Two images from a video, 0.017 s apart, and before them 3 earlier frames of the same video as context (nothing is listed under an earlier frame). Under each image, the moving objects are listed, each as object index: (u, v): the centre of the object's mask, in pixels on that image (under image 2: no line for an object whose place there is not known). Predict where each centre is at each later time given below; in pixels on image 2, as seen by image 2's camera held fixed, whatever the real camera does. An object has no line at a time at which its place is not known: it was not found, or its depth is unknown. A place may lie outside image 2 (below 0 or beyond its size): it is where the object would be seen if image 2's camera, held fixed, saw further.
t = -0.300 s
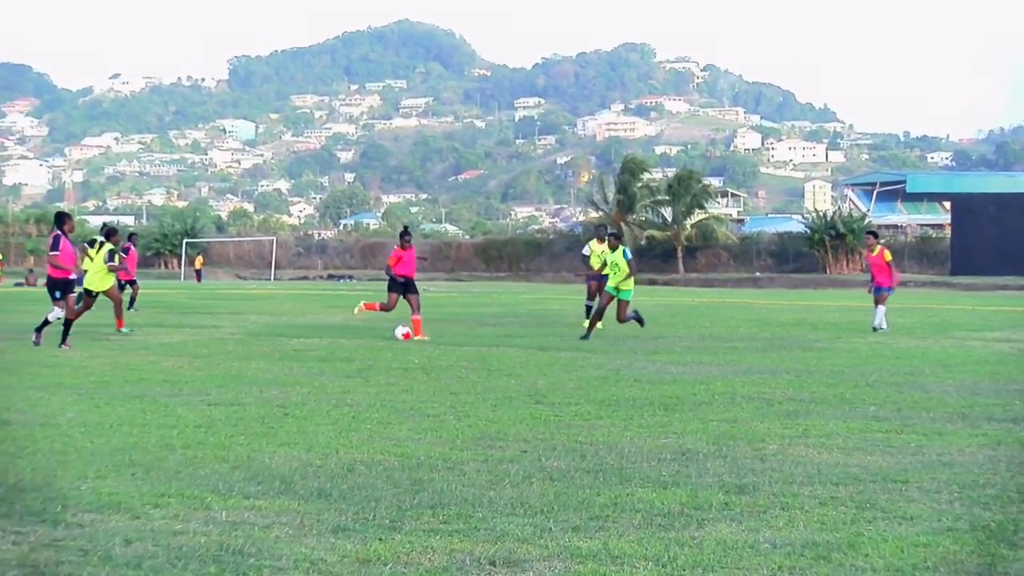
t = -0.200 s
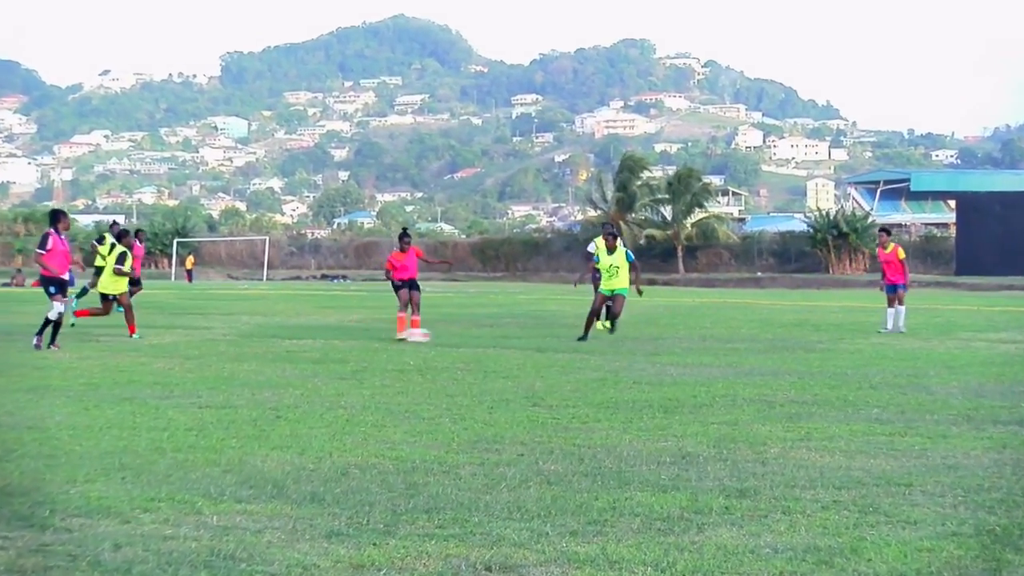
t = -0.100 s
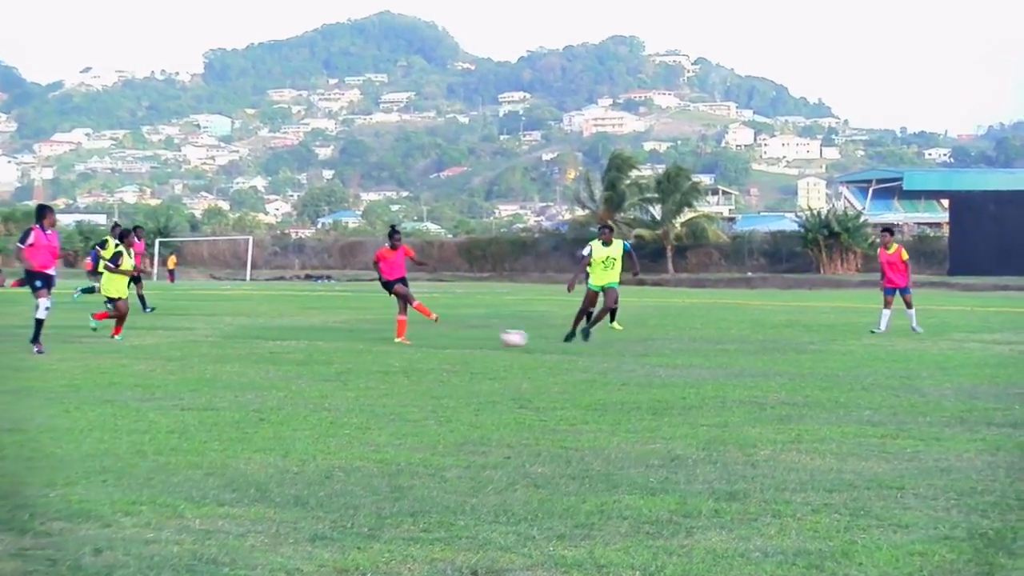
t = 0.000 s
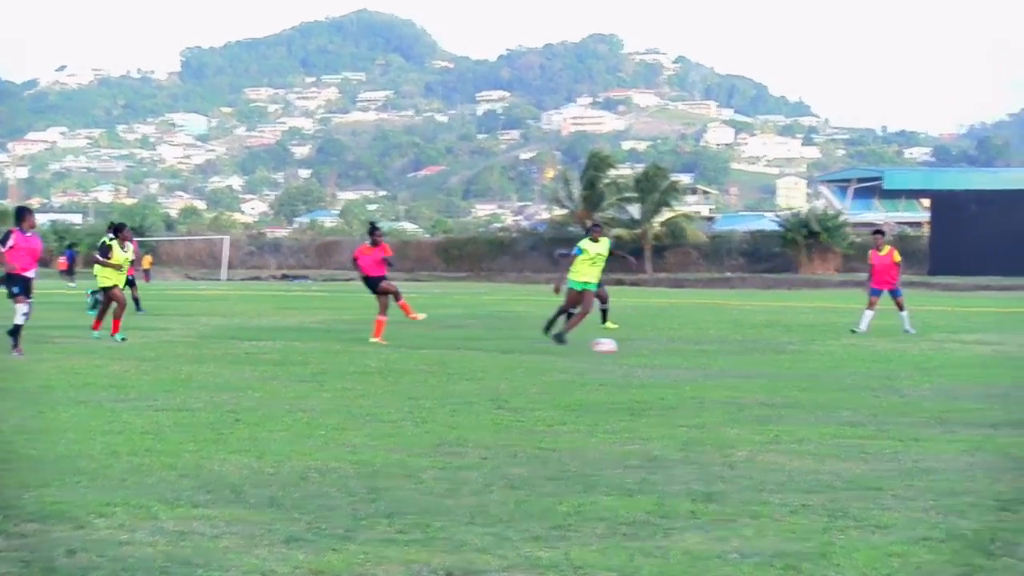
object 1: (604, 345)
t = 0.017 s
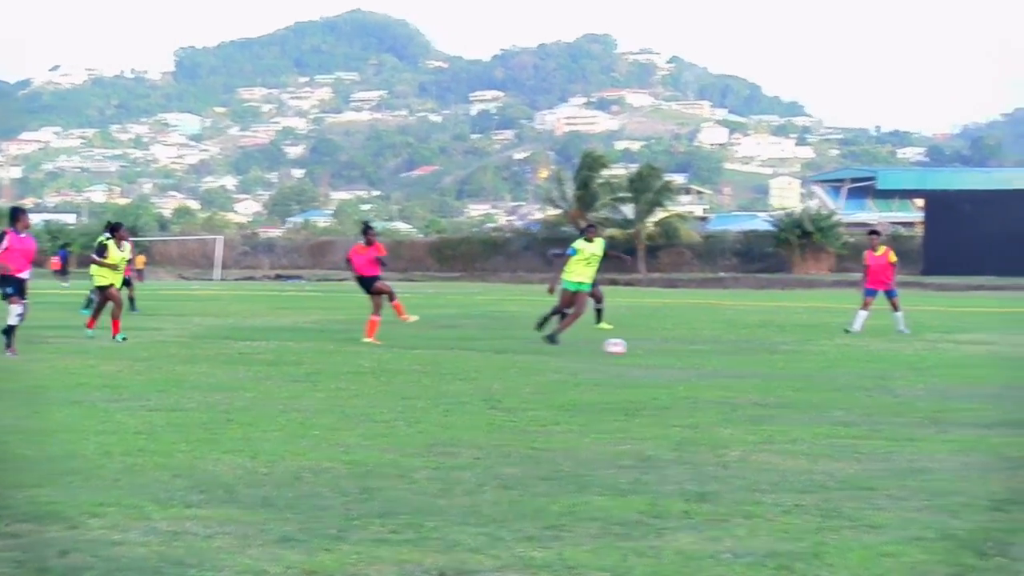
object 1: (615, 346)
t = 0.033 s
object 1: (629, 347)
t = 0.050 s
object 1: (641, 347)
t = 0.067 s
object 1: (653, 348)
